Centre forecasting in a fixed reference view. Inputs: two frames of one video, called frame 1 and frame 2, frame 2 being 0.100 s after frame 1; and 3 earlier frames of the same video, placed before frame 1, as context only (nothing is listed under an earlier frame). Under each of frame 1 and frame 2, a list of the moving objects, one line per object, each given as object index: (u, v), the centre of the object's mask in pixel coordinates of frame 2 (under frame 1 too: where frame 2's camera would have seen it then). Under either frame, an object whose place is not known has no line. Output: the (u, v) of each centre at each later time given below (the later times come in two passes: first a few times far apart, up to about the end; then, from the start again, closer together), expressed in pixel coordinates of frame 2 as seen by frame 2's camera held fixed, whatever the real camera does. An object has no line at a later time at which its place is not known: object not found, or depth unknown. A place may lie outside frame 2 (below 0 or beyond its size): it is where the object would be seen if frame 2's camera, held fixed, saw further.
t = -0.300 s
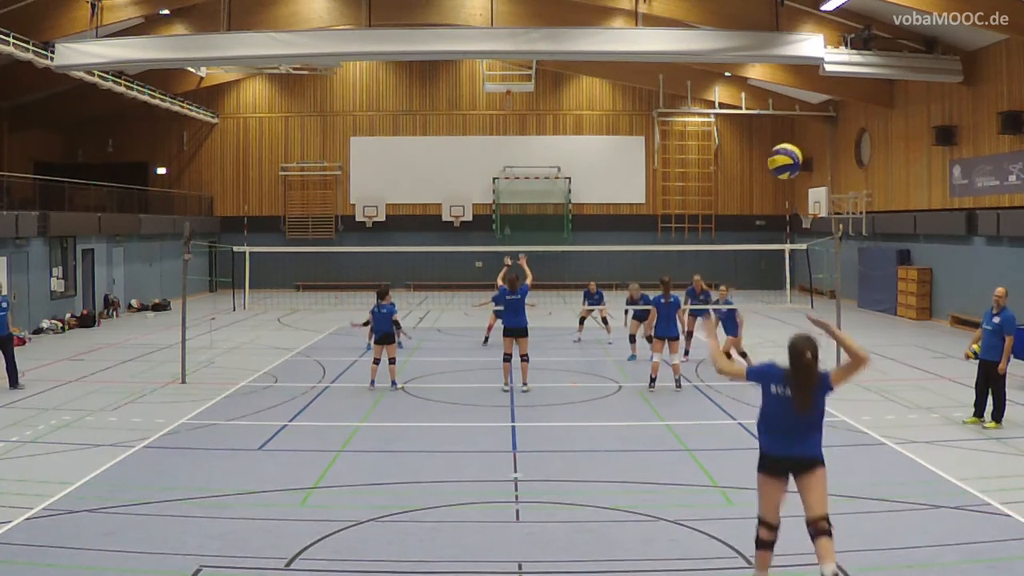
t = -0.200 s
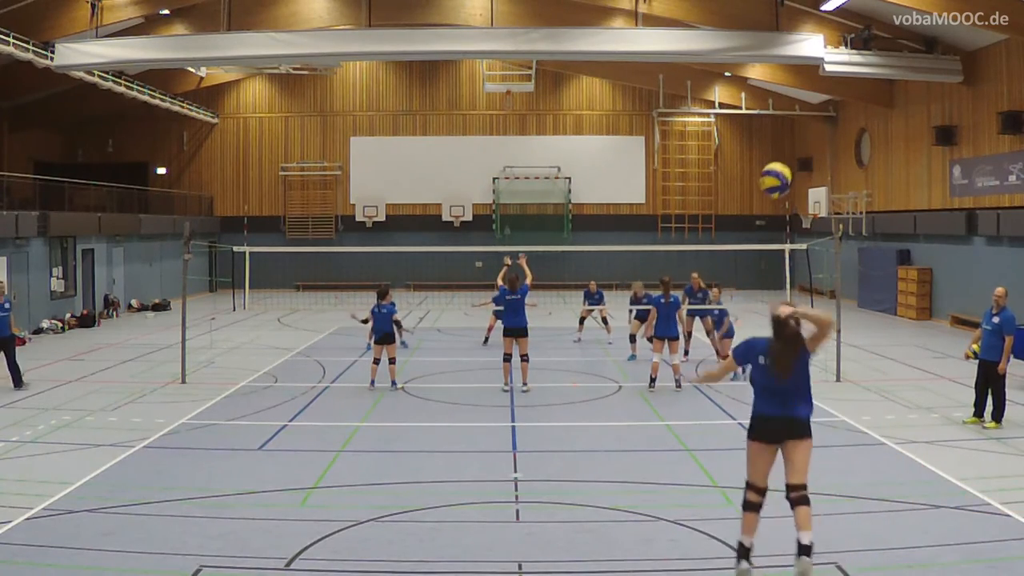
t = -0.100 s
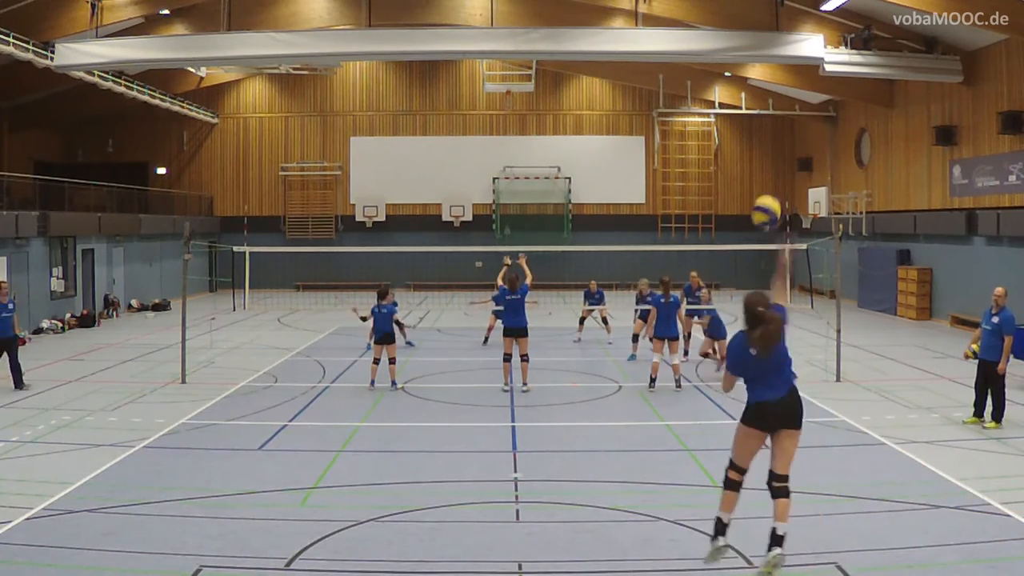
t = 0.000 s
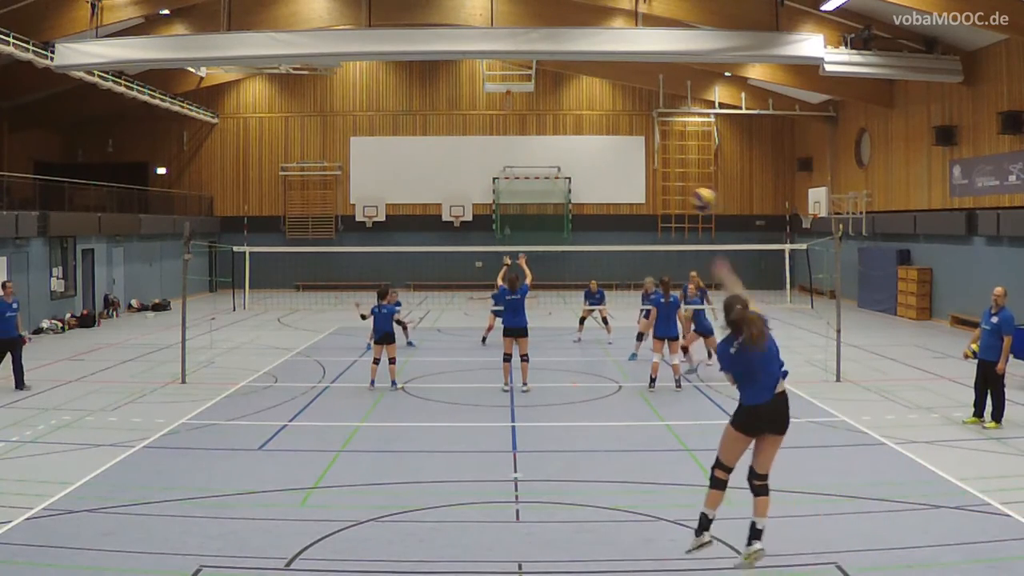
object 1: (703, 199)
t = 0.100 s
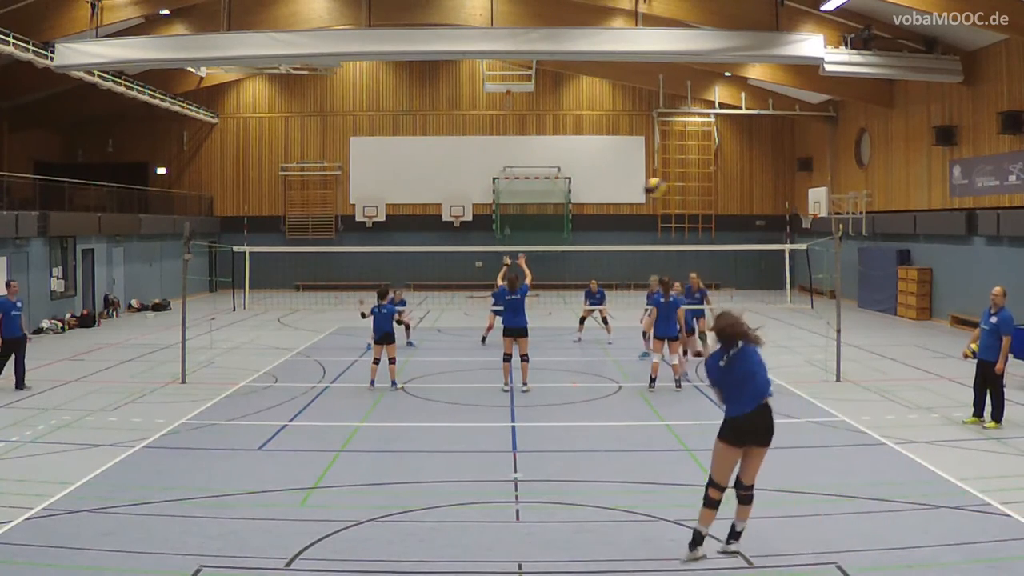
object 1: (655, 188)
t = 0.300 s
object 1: (598, 195)
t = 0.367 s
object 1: (586, 205)
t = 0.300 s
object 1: (598, 195)
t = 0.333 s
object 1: (592, 198)
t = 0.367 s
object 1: (586, 205)
